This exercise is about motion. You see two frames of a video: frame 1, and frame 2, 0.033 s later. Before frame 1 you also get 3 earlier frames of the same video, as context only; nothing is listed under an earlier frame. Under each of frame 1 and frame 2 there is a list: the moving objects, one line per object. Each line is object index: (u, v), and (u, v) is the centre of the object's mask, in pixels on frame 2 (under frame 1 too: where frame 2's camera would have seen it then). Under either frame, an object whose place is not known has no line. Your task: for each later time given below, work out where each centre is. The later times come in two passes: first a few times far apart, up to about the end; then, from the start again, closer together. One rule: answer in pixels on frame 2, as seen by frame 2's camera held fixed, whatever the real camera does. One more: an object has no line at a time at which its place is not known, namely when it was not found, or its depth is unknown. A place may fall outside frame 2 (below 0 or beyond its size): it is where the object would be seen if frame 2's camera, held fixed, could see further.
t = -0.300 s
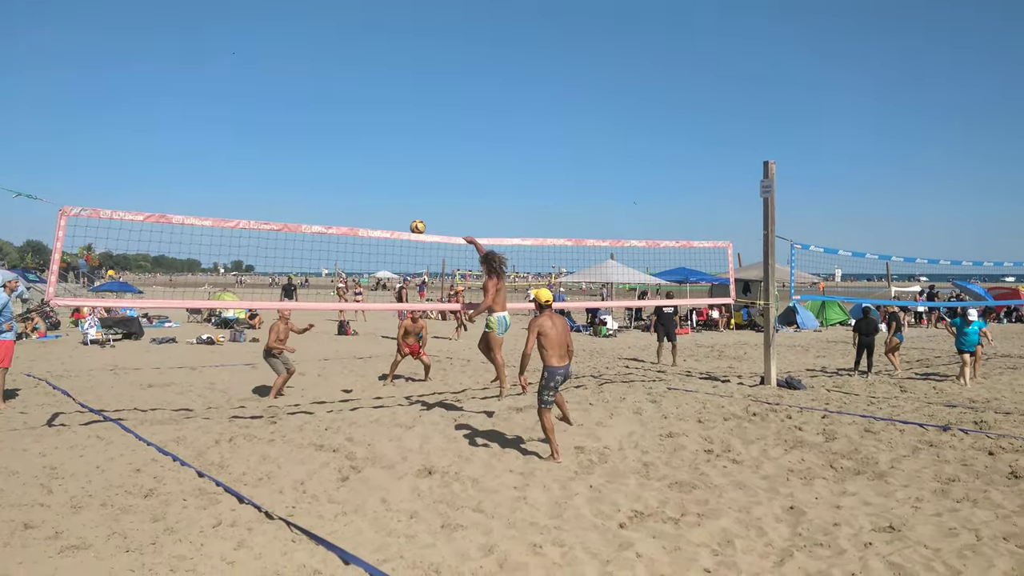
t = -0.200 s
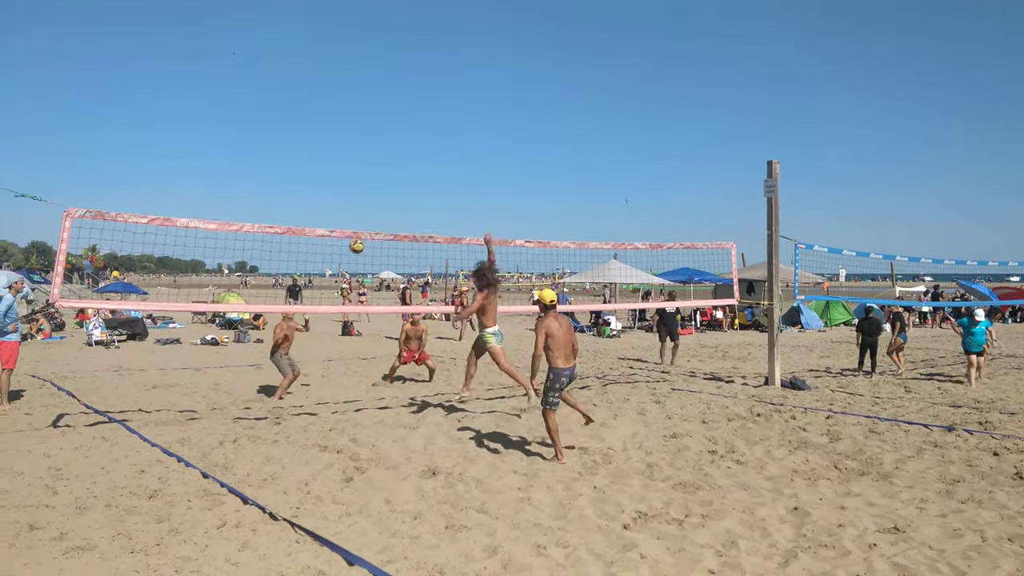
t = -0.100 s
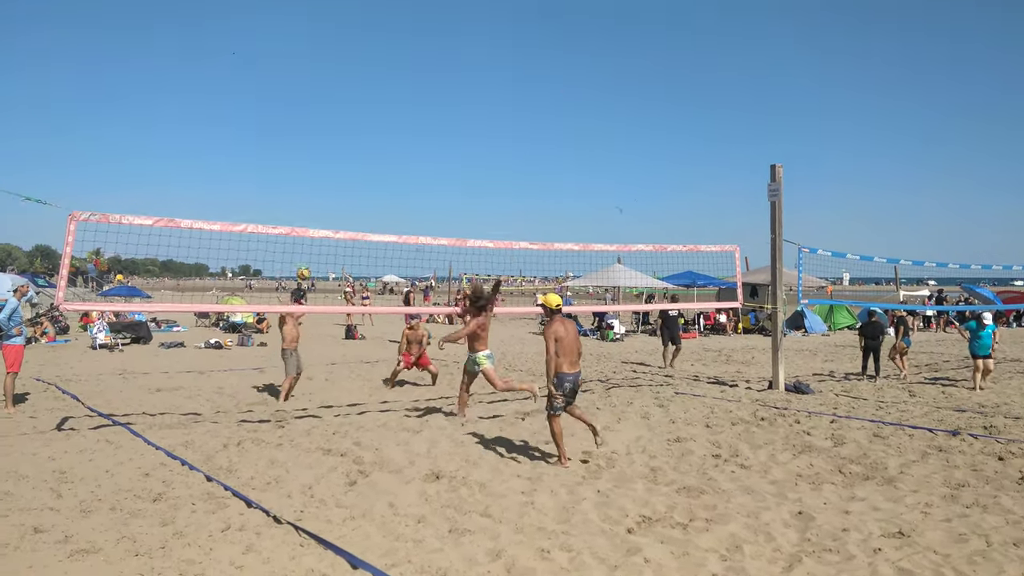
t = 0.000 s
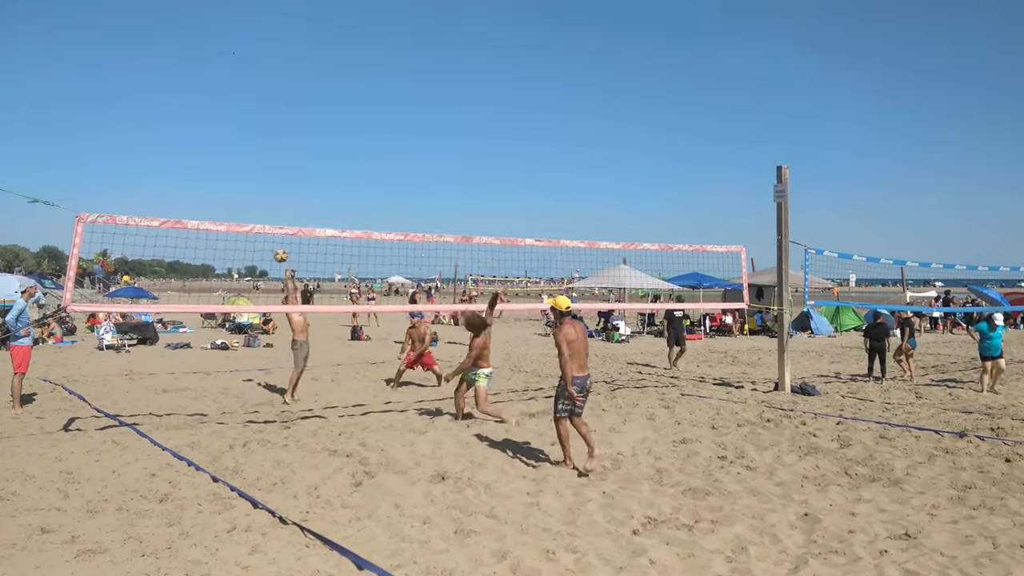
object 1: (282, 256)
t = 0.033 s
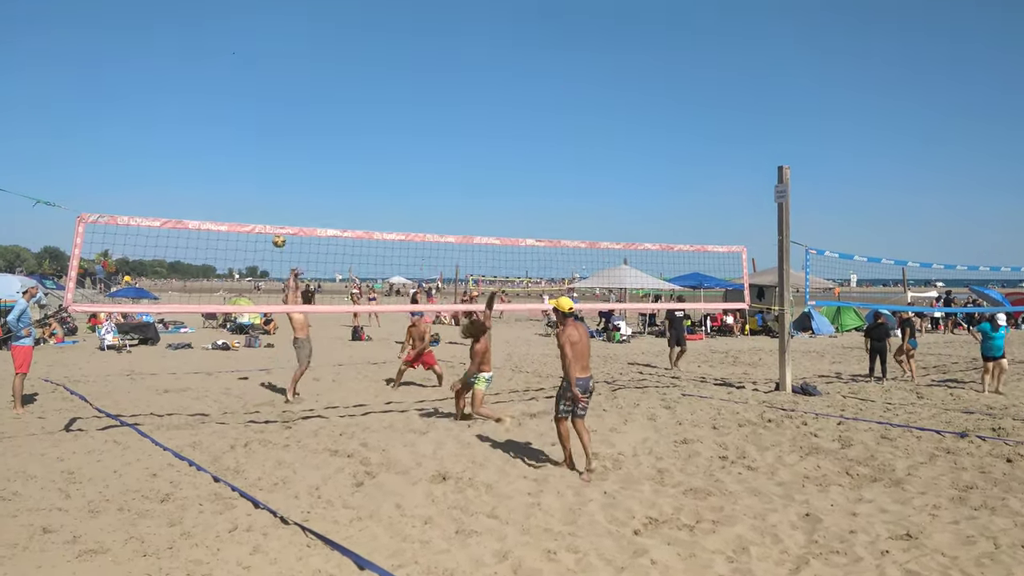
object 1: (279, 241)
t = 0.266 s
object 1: (262, 155)
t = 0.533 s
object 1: (238, 98)
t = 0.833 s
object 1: (212, 83)
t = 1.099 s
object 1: (189, 112)
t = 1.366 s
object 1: (168, 179)
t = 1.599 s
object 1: (149, 265)
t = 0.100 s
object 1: (274, 213)
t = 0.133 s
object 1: (272, 201)
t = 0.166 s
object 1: (270, 188)
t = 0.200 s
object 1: (267, 176)
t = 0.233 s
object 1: (264, 165)
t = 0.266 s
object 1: (262, 155)
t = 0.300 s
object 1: (259, 146)
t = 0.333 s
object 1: (256, 136)
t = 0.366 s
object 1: (253, 128)
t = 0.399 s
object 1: (250, 121)
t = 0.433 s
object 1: (247, 115)
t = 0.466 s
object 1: (244, 108)
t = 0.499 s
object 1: (241, 103)
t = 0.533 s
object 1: (238, 98)
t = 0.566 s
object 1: (235, 94)
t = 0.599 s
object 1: (231, 91)
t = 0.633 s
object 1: (228, 88)
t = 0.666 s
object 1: (226, 85)
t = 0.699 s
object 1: (223, 83)
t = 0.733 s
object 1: (221, 82)
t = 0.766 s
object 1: (218, 82)
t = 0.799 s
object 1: (215, 82)
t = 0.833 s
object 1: (212, 83)
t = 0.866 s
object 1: (208, 84)
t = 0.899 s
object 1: (205, 86)
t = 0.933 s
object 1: (203, 90)
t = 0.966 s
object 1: (201, 93)
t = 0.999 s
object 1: (197, 96)
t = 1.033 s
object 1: (193, 101)
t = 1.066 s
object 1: (191, 106)
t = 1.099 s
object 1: (189, 112)
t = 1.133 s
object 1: (185, 118)
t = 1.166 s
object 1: (182, 125)
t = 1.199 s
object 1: (181, 133)
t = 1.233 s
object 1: (178, 141)
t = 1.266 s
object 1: (175, 149)
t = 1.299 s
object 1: (172, 159)
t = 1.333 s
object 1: (170, 168)
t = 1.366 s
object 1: (168, 179)
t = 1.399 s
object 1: (164, 189)
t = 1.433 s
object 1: (162, 201)
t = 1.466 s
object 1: (160, 212)
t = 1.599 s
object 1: (149, 265)
